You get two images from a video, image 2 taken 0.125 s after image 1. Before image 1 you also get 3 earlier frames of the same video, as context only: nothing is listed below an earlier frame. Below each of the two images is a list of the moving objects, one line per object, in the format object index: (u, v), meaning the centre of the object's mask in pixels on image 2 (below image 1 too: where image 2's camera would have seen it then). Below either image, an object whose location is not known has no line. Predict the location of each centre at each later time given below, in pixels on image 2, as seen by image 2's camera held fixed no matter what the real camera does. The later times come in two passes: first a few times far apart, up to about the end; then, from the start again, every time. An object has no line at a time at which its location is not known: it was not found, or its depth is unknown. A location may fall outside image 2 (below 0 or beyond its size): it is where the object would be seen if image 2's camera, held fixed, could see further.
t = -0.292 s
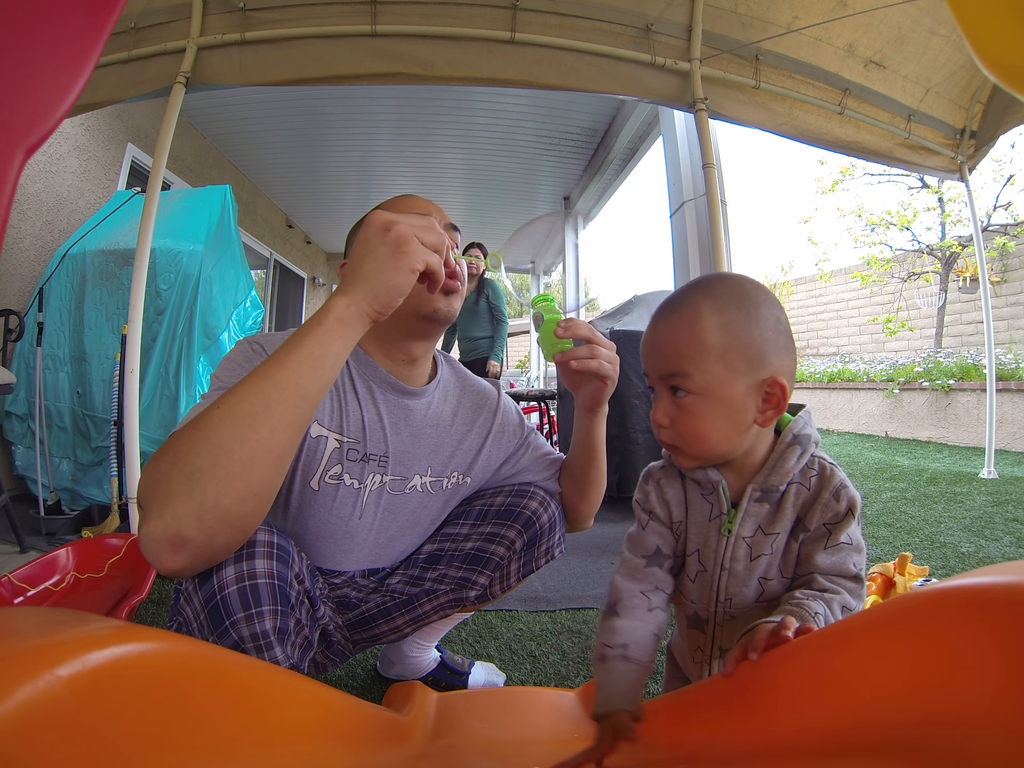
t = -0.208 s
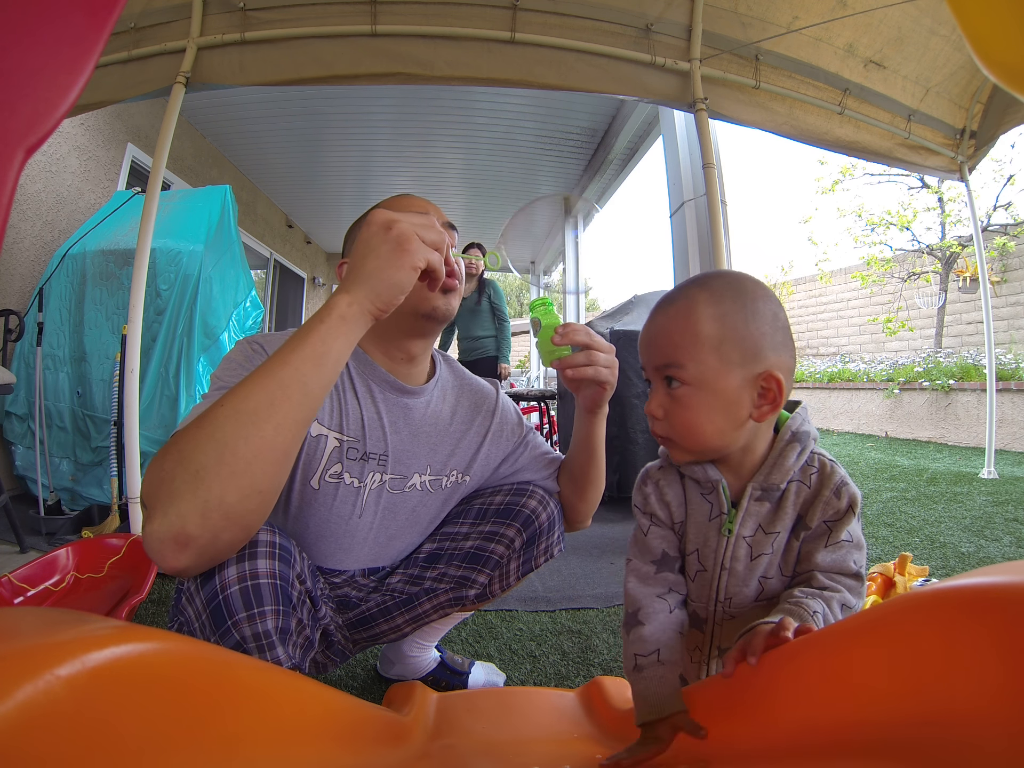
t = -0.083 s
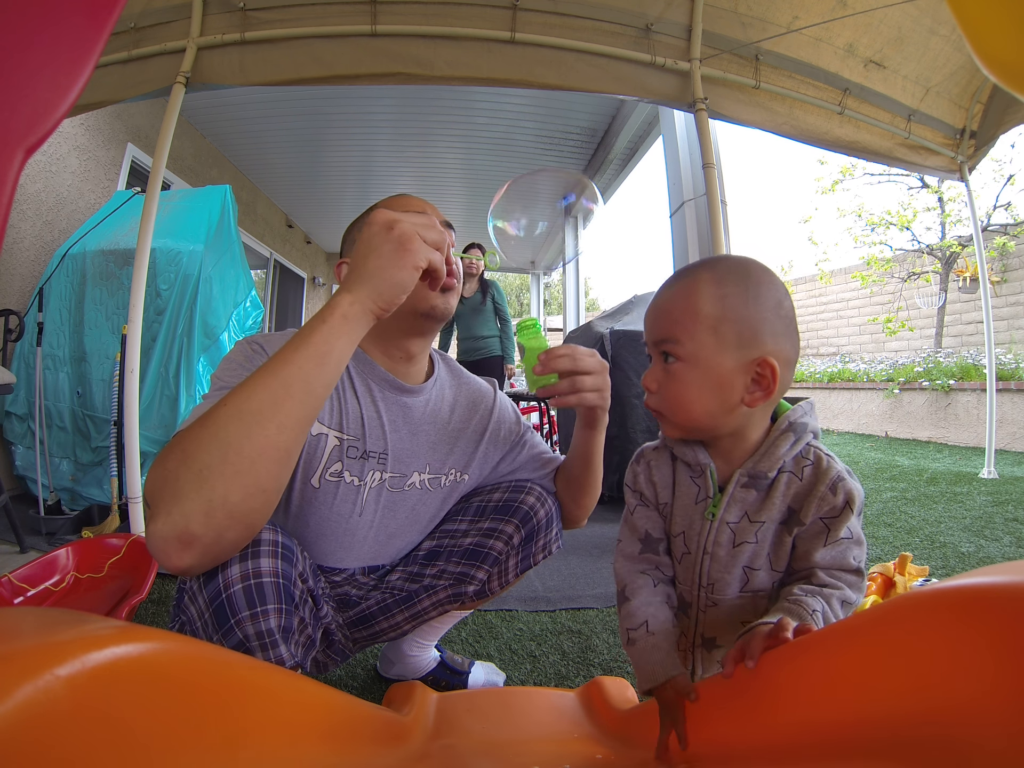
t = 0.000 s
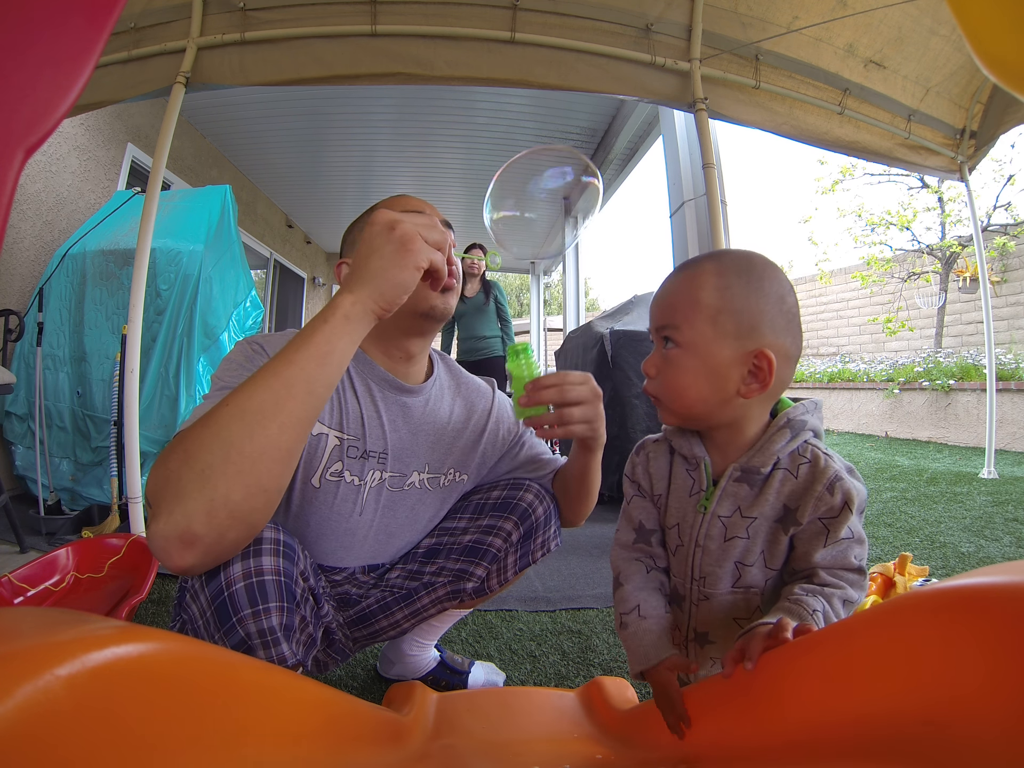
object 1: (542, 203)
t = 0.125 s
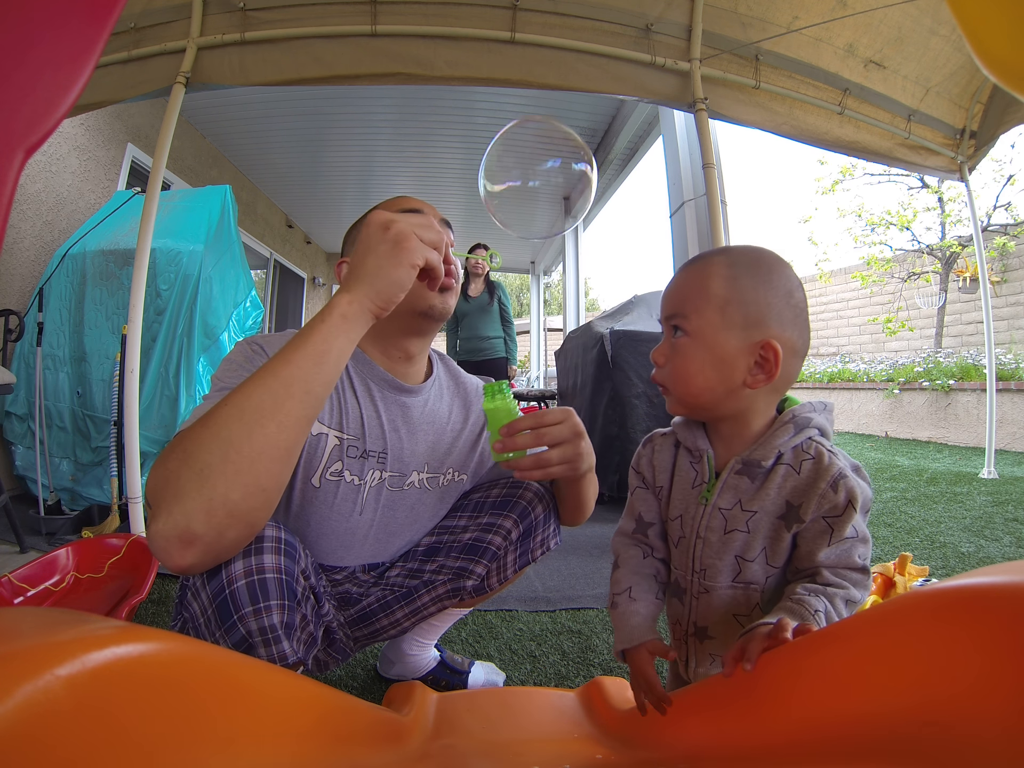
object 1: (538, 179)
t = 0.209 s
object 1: (534, 162)
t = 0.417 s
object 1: (513, 128)
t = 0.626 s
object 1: (487, 109)
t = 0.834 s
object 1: (460, 108)
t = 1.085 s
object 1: (444, 138)
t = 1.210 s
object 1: (419, 172)
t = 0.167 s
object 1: (539, 170)
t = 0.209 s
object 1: (534, 162)
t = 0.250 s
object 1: (532, 155)
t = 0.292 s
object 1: (527, 147)
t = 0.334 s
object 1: (524, 139)
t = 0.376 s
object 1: (519, 134)
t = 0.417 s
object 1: (513, 128)
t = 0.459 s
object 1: (506, 123)
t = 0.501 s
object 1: (501, 118)
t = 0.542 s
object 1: (497, 115)
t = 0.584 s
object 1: (492, 112)
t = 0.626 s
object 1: (487, 109)
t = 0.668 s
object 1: (480, 107)
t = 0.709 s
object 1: (476, 105)
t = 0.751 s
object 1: (472, 106)
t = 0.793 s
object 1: (466, 107)
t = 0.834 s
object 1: (460, 108)
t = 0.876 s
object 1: (456, 111)
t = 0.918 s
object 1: (454, 117)
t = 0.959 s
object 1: (451, 121)
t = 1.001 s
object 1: (446, 132)
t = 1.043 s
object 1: (442, 139)
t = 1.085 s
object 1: (444, 138)
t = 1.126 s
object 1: (439, 144)
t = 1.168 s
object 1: (427, 165)
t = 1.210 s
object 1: (419, 172)
